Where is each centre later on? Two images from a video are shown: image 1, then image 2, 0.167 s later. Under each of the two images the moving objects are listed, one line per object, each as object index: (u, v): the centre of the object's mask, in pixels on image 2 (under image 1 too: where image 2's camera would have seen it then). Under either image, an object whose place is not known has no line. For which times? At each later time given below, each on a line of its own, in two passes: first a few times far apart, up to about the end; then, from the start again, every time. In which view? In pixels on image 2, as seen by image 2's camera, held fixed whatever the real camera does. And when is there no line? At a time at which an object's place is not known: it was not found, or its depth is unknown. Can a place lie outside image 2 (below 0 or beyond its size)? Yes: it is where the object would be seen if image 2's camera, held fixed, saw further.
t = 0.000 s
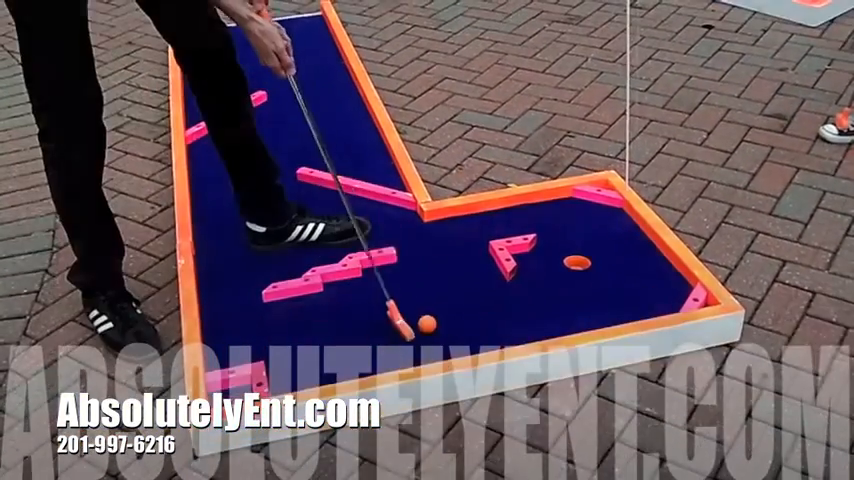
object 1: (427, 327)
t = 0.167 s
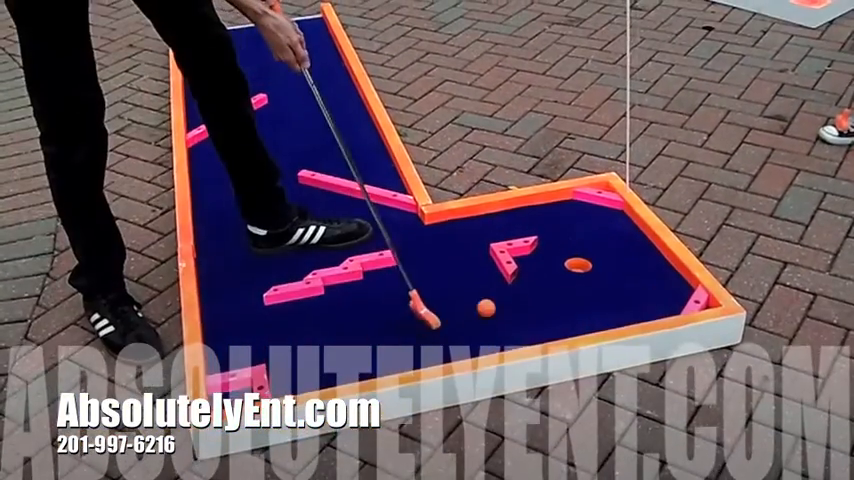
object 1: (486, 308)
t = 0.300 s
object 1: (523, 294)
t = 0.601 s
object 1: (592, 267)
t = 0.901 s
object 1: (643, 248)
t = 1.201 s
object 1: (632, 246)
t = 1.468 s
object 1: (620, 249)
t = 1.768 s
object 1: (615, 252)
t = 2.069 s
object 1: (615, 252)
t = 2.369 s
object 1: (614, 252)
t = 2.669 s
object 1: (615, 252)
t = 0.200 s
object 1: (496, 305)
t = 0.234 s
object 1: (505, 301)
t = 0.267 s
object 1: (514, 298)
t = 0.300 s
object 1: (523, 294)
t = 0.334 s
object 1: (531, 291)
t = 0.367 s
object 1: (540, 288)
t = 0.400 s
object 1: (548, 285)
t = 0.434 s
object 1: (556, 282)
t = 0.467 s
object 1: (563, 279)
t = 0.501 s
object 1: (570, 276)
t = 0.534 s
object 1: (578, 272)
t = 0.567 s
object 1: (585, 269)
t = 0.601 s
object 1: (592, 267)
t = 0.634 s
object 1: (598, 265)
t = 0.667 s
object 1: (604, 263)
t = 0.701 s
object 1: (610, 261)
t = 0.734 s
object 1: (616, 258)
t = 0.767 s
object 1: (622, 256)
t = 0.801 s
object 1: (628, 254)
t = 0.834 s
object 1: (633, 252)
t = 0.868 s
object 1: (638, 250)
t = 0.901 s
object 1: (643, 248)
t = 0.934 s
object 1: (648, 246)
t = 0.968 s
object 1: (652, 245)
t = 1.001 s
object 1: (647, 245)
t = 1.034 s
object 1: (644, 245)
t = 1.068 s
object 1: (641, 245)
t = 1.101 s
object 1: (639, 245)
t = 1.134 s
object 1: (636, 245)
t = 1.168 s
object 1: (634, 245)
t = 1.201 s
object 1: (632, 246)
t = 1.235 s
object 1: (630, 246)
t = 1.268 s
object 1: (628, 246)
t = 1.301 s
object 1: (626, 247)
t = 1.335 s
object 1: (625, 248)
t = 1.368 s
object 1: (623, 248)
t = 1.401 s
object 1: (622, 248)
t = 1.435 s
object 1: (621, 249)
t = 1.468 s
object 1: (620, 249)
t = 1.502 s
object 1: (619, 250)
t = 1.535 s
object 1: (618, 250)
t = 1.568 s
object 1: (617, 250)
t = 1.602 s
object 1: (616, 251)
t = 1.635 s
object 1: (615, 251)
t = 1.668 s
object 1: (615, 251)
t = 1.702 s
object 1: (615, 252)
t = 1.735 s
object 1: (615, 252)
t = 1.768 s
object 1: (615, 252)
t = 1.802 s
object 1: (615, 252)
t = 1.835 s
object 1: (615, 252)
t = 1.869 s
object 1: (615, 252)
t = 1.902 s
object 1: (615, 252)
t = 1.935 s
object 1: (615, 252)
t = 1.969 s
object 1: (615, 252)
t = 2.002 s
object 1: (615, 252)
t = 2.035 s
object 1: (615, 252)
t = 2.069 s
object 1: (615, 252)
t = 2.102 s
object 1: (615, 252)
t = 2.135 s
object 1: (615, 252)
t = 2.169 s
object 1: (614, 252)
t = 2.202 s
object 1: (614, 252)
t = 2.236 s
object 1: (614, 252)
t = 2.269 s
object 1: (614, 252)
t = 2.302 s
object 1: (614, 252)
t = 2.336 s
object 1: (614, 252)
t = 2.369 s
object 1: (614, 252)
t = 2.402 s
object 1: (615, 252)
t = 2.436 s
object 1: (614, 252)
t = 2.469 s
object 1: (614, 252)
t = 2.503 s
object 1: (615, 252)
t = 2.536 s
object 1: (615, 252)
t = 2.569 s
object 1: (615, 252)
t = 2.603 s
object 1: (615, 252)
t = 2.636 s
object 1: (615, 252)
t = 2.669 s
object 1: (615, 252)
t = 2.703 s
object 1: (615, 252)
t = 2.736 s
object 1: (615, 252)
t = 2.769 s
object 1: (614, 252)
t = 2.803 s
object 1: (614, 252)
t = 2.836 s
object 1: (614, 252)
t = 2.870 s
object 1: (614, 252)
